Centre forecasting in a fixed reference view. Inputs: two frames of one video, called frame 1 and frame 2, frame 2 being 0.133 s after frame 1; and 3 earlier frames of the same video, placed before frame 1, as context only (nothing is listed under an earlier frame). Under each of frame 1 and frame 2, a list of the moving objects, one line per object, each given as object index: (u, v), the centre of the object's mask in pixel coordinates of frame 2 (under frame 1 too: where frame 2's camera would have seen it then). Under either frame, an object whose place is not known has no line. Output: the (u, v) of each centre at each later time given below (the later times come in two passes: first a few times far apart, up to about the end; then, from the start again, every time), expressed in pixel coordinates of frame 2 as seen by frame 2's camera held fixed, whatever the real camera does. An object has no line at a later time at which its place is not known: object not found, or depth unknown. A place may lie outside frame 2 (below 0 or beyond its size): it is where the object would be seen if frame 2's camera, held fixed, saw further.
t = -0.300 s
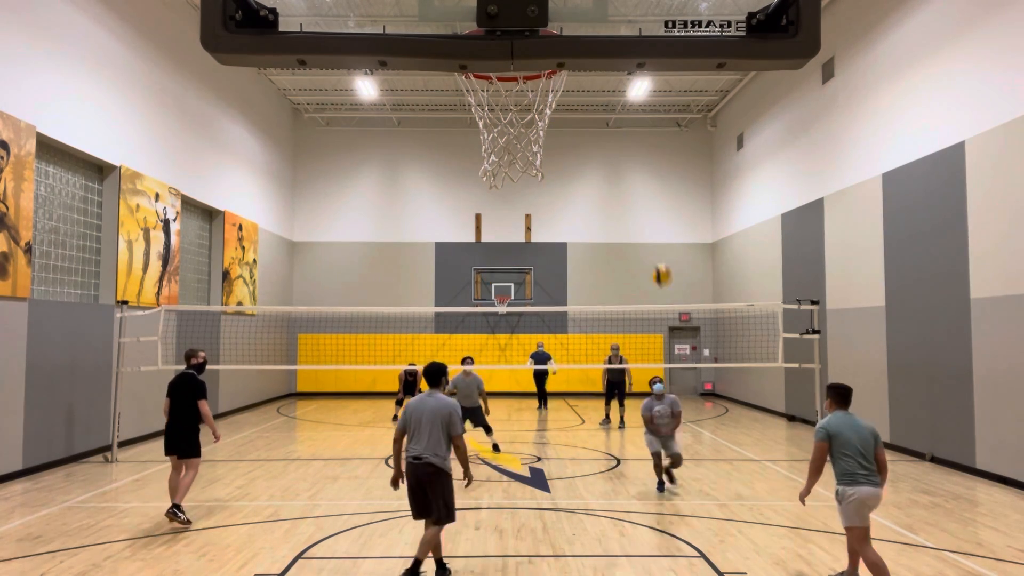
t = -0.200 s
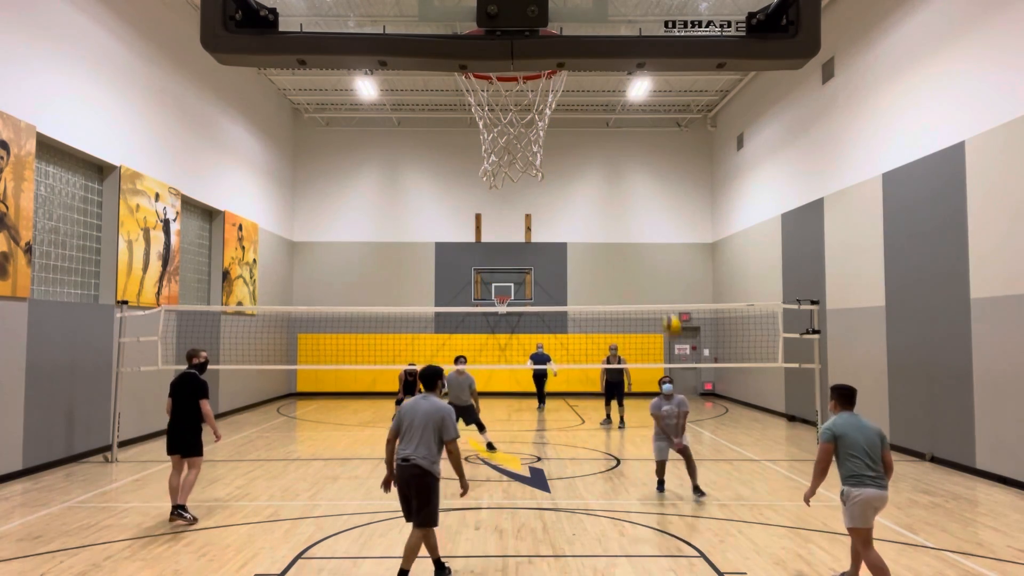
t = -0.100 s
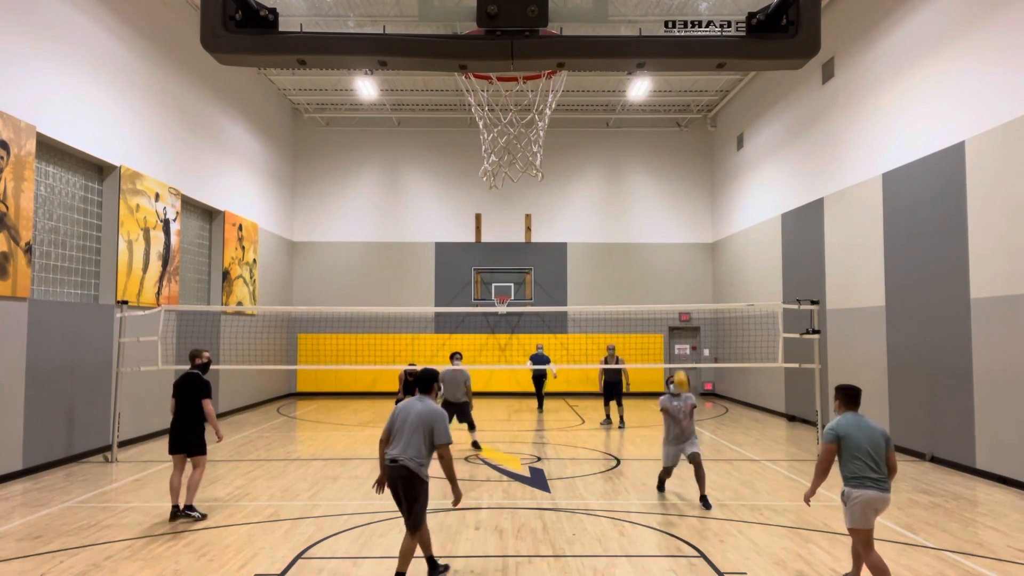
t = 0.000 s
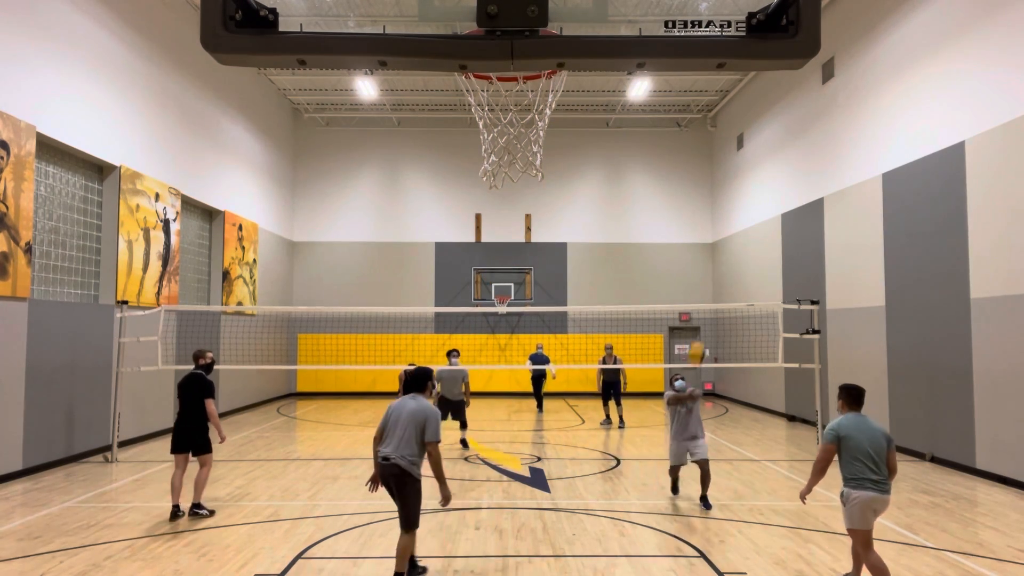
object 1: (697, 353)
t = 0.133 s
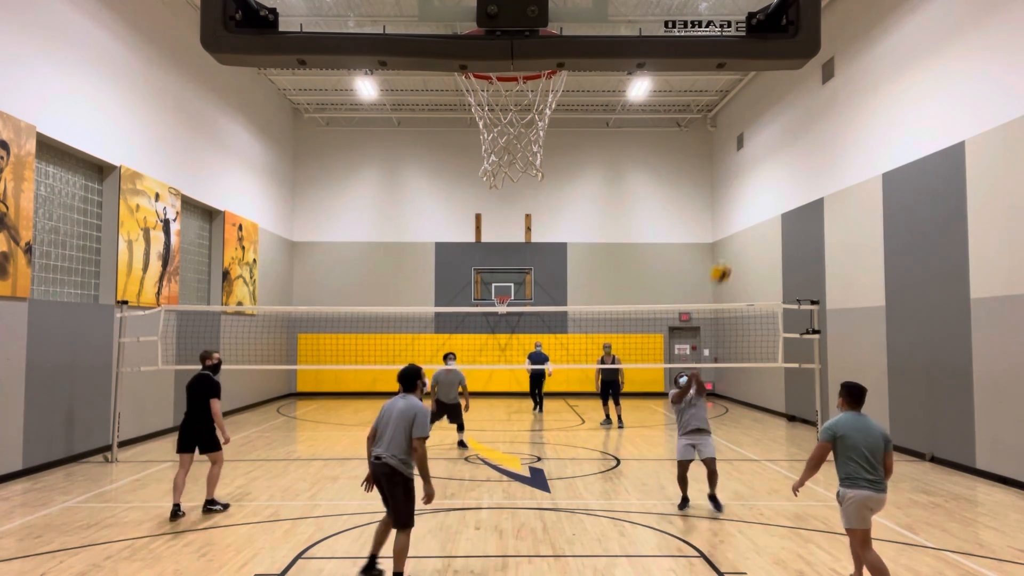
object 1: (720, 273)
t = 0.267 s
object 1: (744, 205)
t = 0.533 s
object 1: (794, 115)
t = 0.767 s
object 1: (841, 86)
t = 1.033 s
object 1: (899, 118)
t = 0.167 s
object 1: (727, 255)
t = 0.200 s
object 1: (732, 237)
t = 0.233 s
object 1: (738, 221)
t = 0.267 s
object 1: (744, 205)
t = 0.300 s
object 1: (750, 191)
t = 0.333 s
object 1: (756, 177)
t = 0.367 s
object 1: (762, 164)
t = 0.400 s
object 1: (769, 153)
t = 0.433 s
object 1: (775, 142)
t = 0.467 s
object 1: (781, 132)
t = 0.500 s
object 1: (787, 123)
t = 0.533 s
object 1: (794, 115)
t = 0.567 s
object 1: (800, 108)
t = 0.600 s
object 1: (807, 101)
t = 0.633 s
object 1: (814, 96)
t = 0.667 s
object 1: (820, 92)
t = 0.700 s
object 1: (827, 89)
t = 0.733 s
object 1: (834, 87)
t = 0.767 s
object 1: (841, 86)
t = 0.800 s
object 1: (848, 87)
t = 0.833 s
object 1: (855, 88)
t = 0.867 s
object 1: (862, 90)
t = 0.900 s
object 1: (869, 94)
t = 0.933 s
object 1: (876, 98)
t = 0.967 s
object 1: (884, 103)
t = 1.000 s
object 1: (891, 110)
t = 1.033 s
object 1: (899, 118)
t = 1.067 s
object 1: (907, 128)
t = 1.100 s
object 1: (915, 139)
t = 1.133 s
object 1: (923, 151)
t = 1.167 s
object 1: (931, 164)
